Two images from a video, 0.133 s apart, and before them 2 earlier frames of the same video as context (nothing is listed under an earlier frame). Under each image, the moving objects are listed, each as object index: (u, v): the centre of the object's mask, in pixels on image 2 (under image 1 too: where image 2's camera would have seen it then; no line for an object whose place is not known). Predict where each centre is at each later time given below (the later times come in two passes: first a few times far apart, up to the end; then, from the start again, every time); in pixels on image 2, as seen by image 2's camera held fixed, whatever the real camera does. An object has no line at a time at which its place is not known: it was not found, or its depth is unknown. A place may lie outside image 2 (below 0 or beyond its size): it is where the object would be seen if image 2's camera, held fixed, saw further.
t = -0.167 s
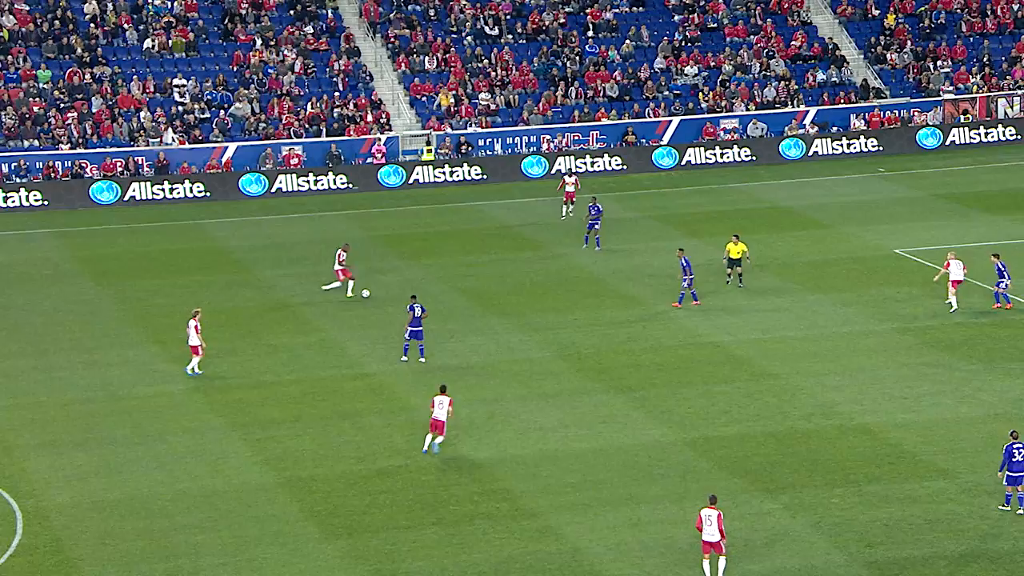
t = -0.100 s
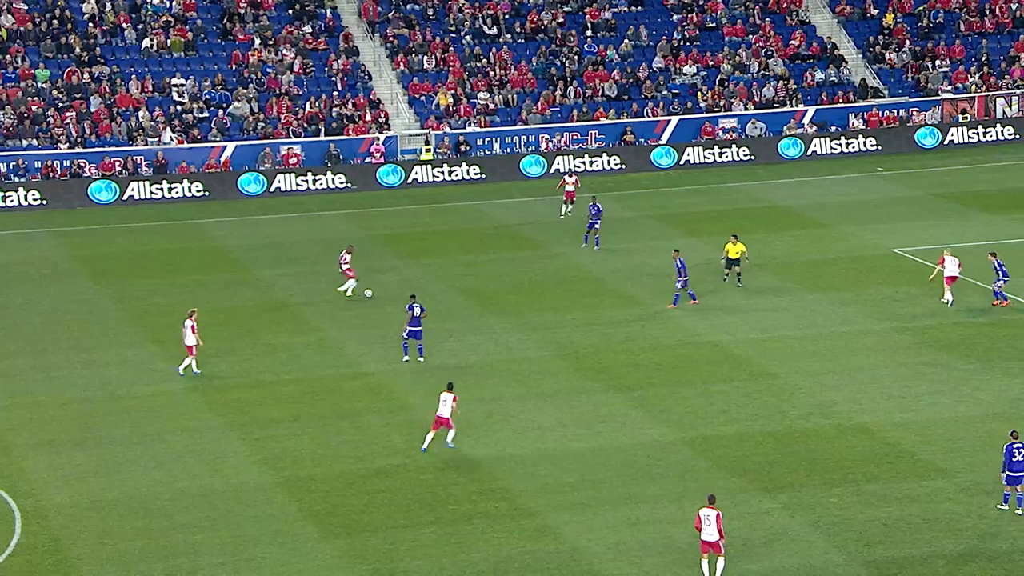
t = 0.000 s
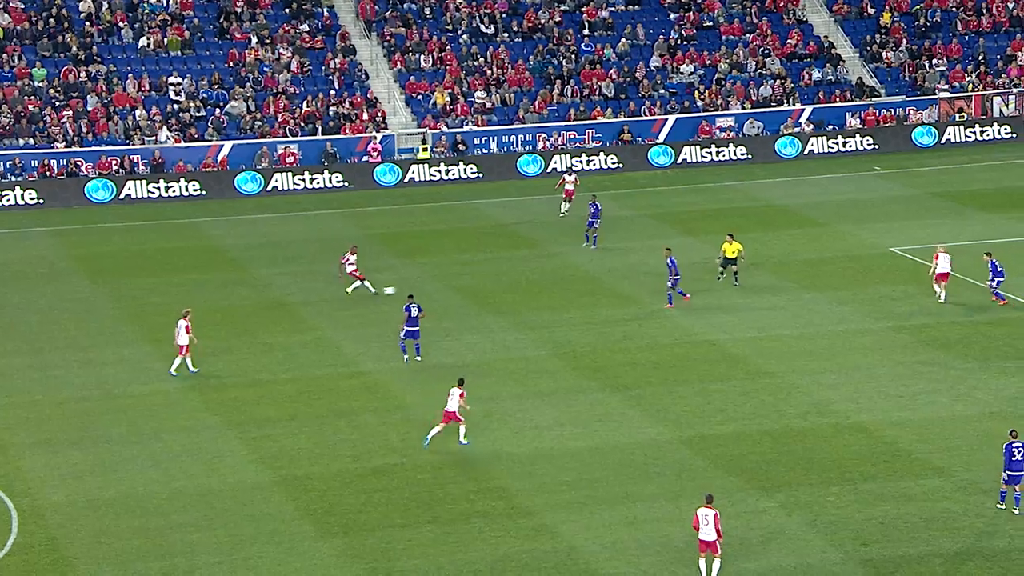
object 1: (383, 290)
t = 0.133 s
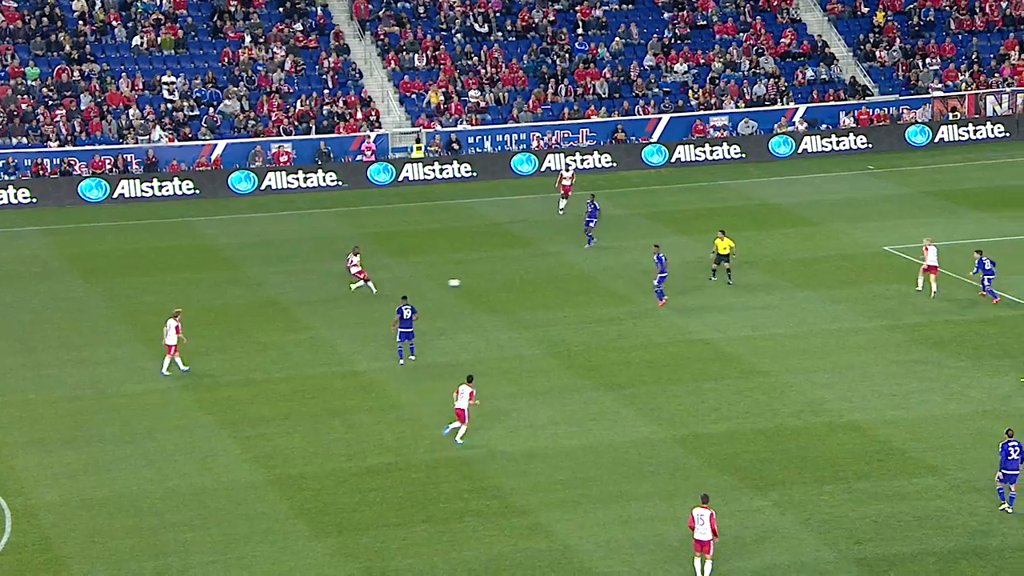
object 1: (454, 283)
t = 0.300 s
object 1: (535, 276)
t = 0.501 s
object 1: (620, 268)
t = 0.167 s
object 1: (471, 282)
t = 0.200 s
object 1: (488, 280)
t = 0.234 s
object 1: (504, 279)
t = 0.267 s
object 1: (520, 277)
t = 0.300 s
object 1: (535, 276)
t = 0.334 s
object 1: (550, 275)
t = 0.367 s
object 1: (564, 273)
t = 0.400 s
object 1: (579, 272)
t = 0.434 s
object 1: (593, 271)
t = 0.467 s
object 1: (607, 270)
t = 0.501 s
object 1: (620, 268)
